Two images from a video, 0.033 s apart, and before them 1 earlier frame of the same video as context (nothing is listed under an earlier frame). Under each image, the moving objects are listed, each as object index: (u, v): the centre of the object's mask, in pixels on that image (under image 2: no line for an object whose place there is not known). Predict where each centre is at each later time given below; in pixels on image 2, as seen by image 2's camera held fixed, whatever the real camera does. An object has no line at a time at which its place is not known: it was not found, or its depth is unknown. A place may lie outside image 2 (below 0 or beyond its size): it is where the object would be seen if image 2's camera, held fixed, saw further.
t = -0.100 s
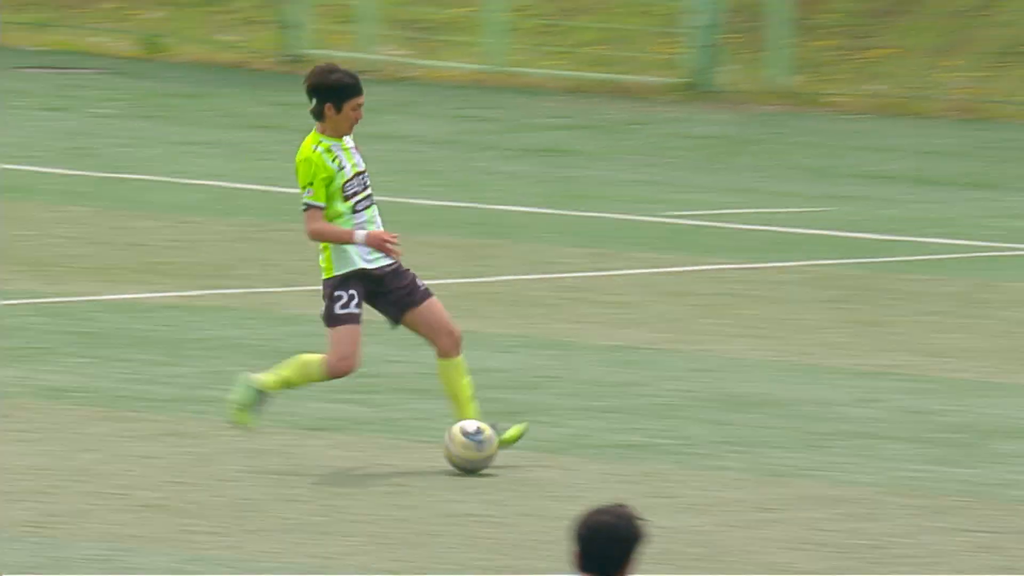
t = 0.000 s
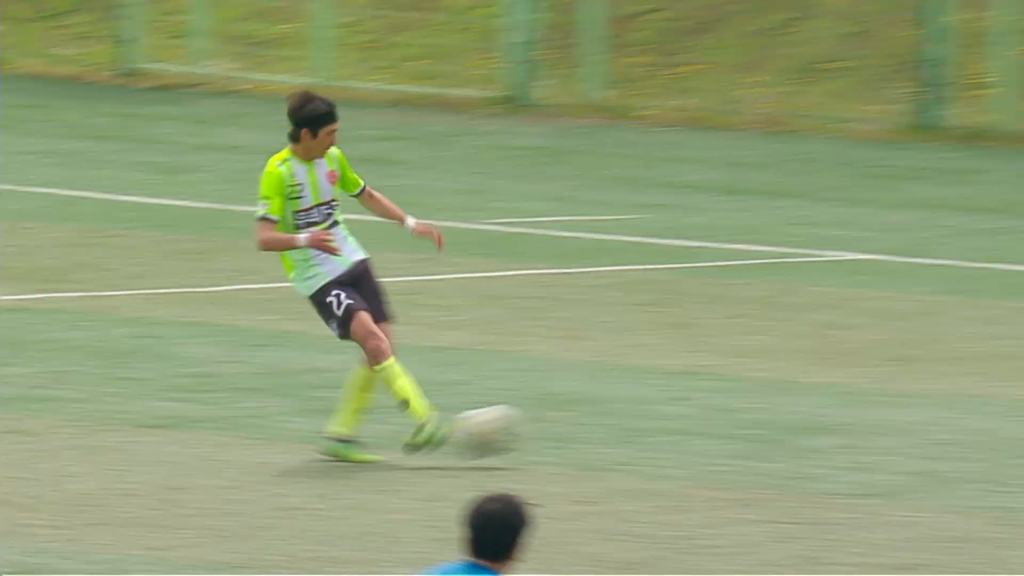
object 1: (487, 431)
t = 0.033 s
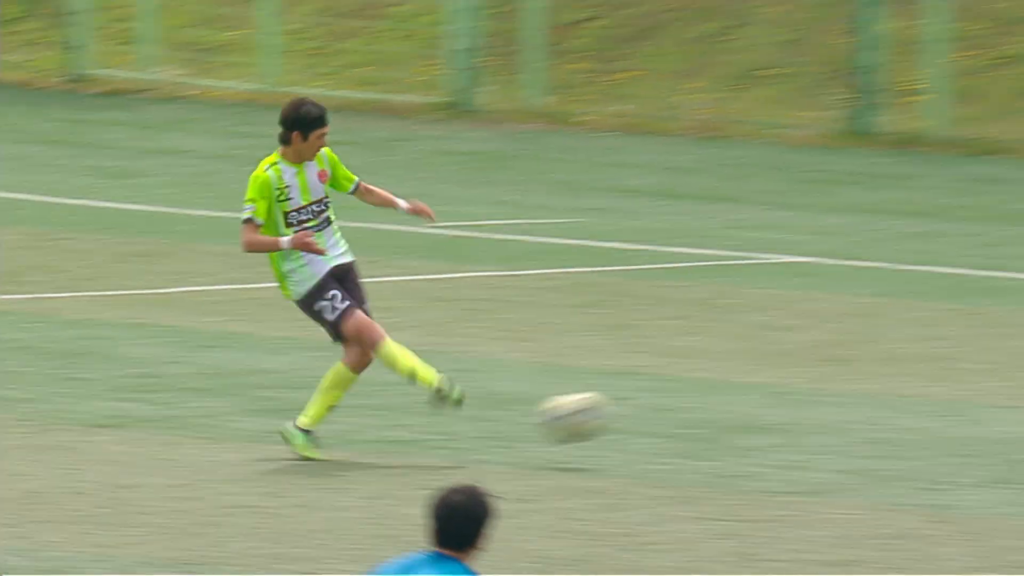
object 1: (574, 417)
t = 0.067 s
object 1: (721, 405)
